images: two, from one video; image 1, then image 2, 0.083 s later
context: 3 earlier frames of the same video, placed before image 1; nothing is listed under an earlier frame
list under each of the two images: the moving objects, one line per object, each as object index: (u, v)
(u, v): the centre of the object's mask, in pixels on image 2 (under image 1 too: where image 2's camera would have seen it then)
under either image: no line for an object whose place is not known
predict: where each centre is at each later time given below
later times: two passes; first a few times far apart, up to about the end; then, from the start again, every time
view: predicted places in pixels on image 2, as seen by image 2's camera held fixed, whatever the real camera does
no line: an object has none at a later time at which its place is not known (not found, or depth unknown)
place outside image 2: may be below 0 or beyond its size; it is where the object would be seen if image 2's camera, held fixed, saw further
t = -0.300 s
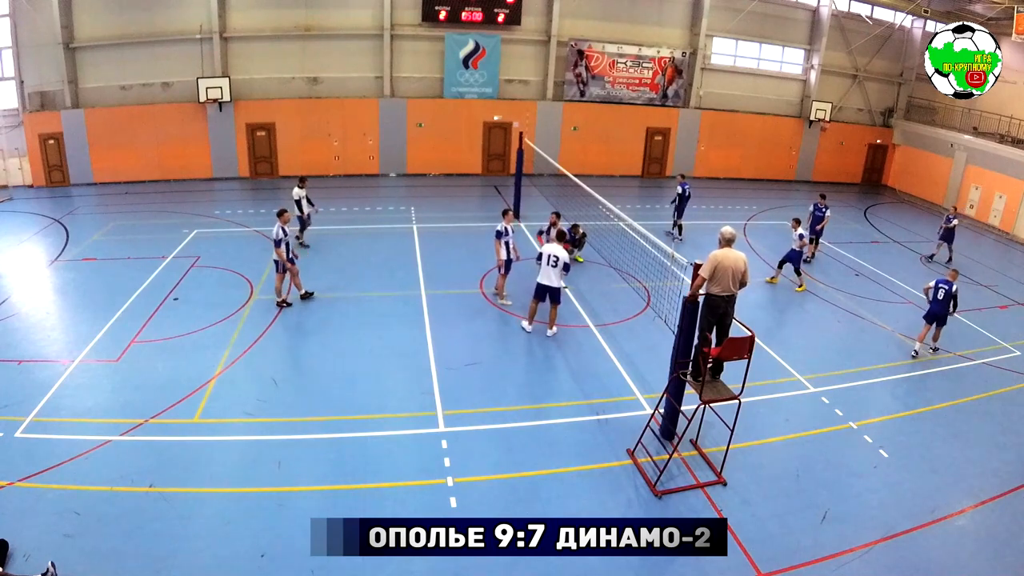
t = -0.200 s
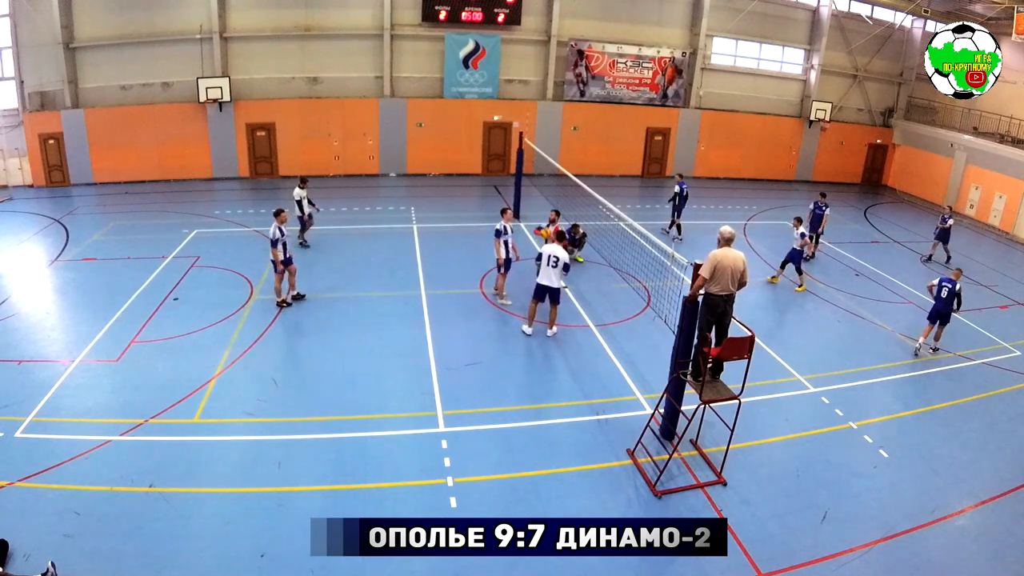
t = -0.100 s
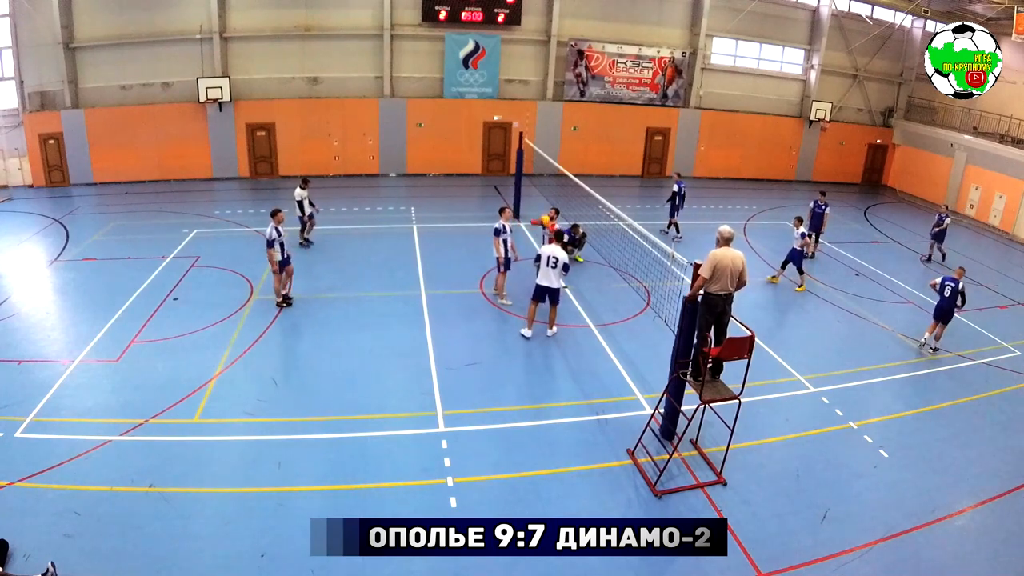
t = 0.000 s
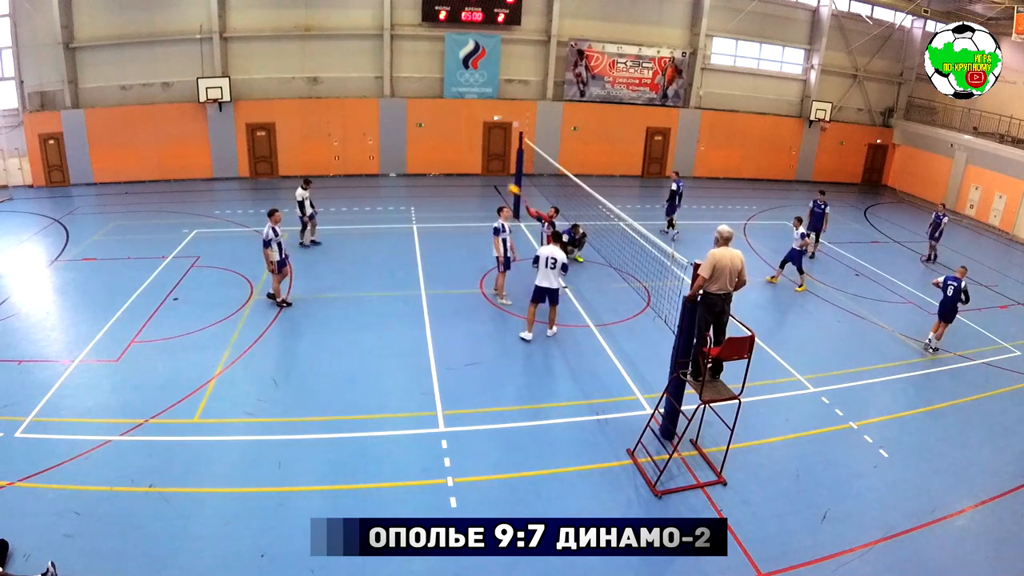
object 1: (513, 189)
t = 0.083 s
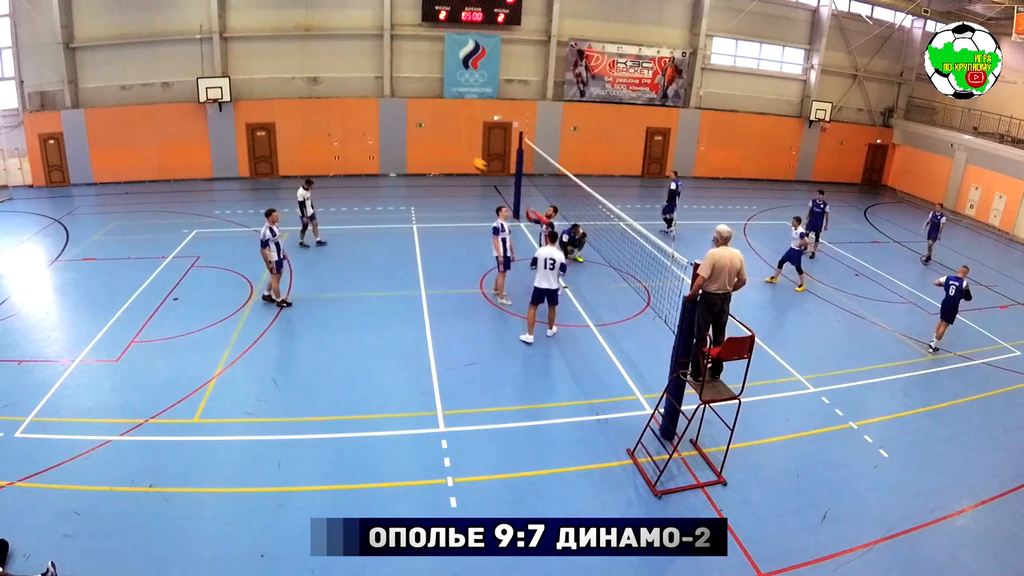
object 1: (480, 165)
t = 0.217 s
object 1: (422, 130)
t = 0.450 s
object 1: (314, 97)
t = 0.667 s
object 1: (211, 97)
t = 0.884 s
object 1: (117, 132)
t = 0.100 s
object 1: (473, 160)
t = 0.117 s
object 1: (466, 155)
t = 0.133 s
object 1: (459, 151)
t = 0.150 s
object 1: (451, 147)
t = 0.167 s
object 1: (444, 142)
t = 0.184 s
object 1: (437, 138)
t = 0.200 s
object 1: (430, 135)
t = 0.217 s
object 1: (422, 130)
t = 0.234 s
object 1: (415, 126)
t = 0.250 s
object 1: (410, 124)
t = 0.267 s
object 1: (399, 121)
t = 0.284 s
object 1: (391, 118)
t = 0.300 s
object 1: (384, 115)
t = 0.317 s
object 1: (376, 112)
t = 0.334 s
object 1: (368, 110)
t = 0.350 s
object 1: (361, 107)
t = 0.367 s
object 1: (353, 105)
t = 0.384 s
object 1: (345, 103)
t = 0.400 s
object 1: (337, 102)
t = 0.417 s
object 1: (328, 100)
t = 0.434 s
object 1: (321, 98)
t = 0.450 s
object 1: (314, 97)
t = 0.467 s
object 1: (306, 96)
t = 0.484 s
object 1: (298, 95)
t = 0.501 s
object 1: (290, 94)
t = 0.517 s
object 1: (282, 94)
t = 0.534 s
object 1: (274, 93)
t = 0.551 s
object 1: (266, 93)
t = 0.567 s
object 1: (258, 93)
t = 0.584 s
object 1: (249, 93)
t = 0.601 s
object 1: (242, 94)
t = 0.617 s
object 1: (235, 94)
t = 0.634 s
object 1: (227, 94)
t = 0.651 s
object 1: (218, 95)
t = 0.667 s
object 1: (211, 97)
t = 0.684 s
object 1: (204, 98)
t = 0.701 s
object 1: (194, 100)
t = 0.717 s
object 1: (188, 102)
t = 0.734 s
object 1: (181, 104)
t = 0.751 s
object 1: (173, 106)
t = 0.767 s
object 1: (166, 109)
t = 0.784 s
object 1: (158, 112)
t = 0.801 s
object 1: (151, 114)
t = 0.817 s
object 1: (144, 117)
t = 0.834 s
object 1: (137, 121)
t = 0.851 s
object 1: (130, 124)
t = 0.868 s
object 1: (124, 128)
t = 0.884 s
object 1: (117, 132)
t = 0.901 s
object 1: (111, 136)
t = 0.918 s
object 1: (104, 140)
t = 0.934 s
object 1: (97, 144)
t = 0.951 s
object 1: (92, 148)
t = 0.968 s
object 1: (85, 153)
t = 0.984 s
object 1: (79, 157)
